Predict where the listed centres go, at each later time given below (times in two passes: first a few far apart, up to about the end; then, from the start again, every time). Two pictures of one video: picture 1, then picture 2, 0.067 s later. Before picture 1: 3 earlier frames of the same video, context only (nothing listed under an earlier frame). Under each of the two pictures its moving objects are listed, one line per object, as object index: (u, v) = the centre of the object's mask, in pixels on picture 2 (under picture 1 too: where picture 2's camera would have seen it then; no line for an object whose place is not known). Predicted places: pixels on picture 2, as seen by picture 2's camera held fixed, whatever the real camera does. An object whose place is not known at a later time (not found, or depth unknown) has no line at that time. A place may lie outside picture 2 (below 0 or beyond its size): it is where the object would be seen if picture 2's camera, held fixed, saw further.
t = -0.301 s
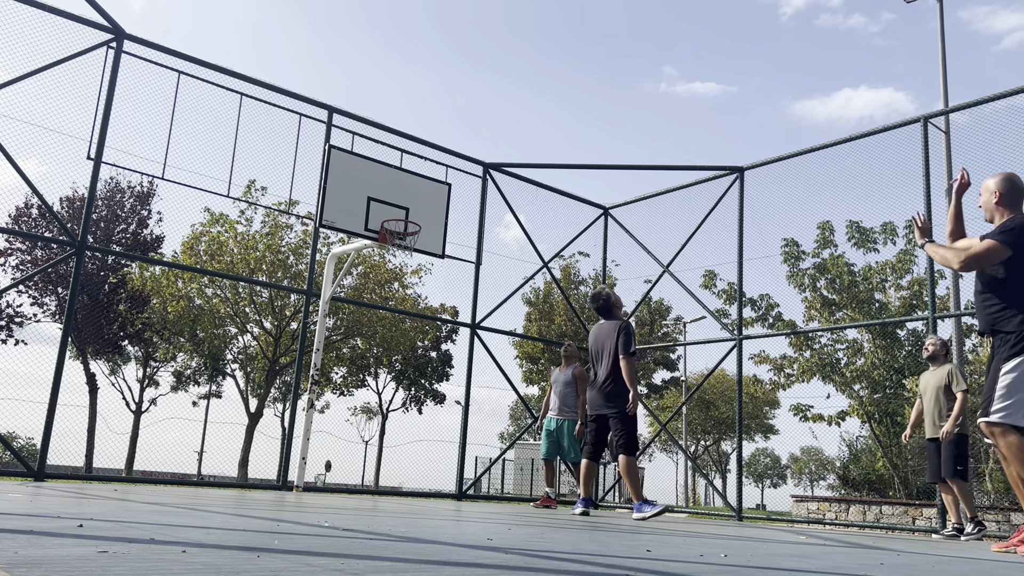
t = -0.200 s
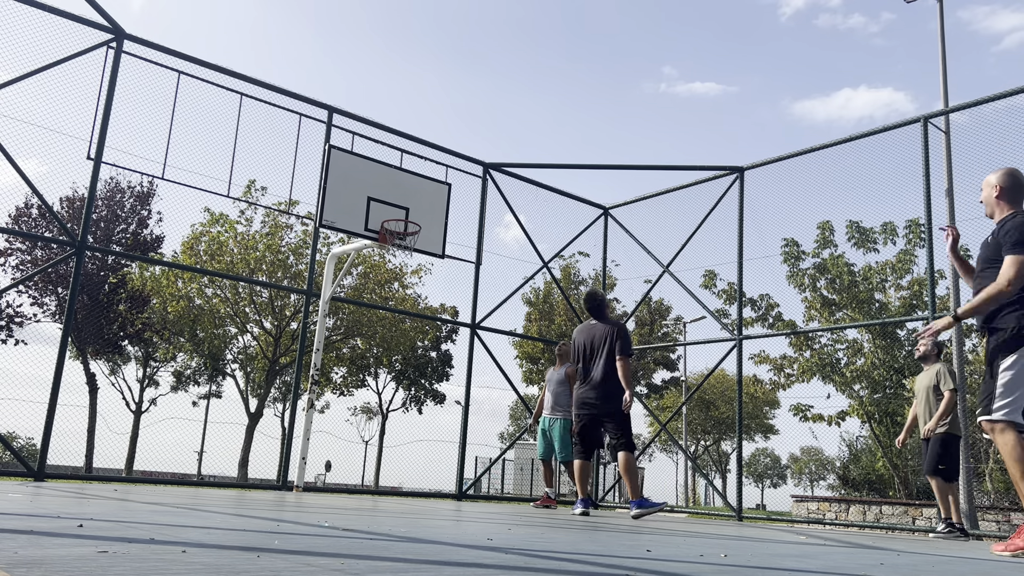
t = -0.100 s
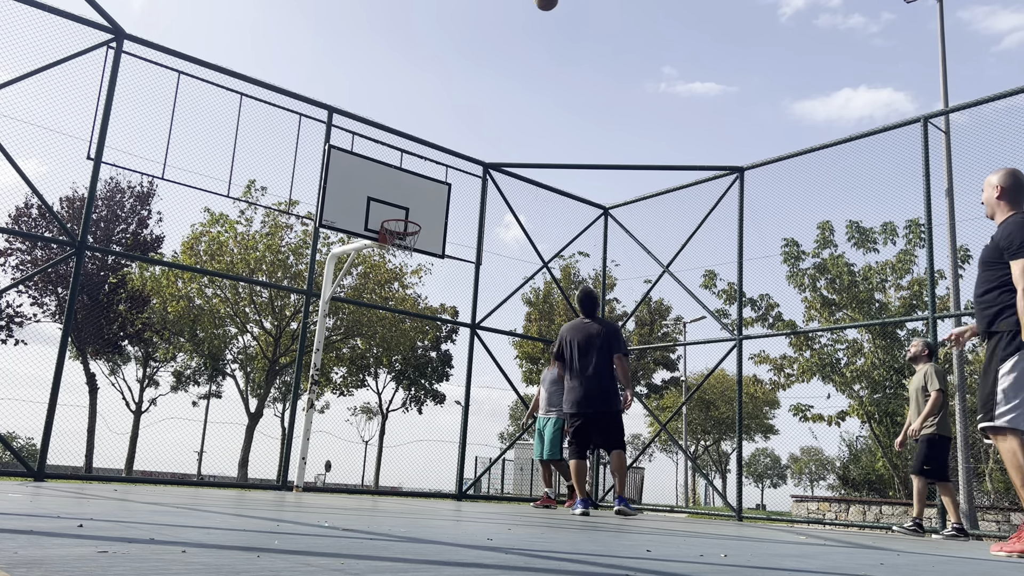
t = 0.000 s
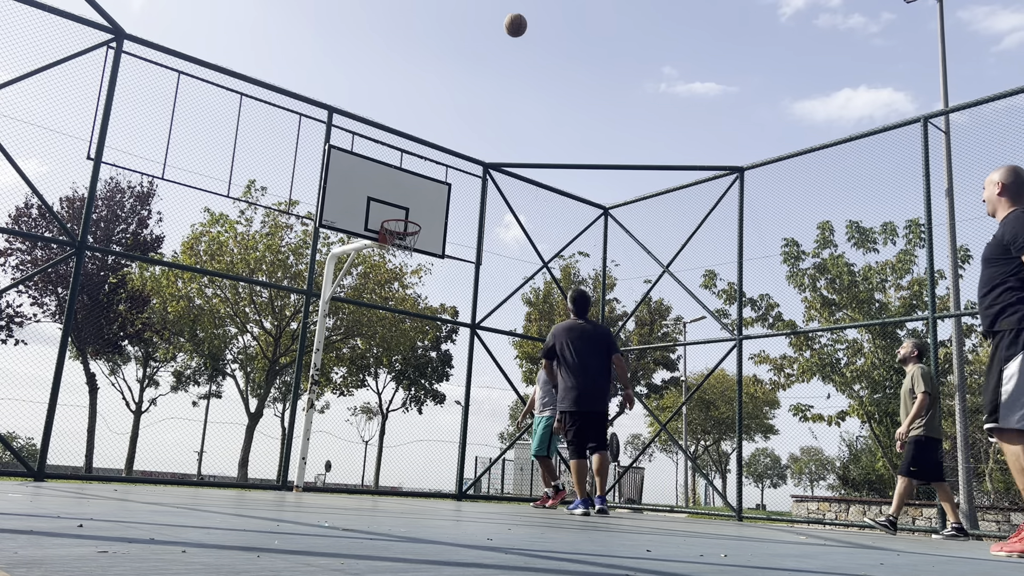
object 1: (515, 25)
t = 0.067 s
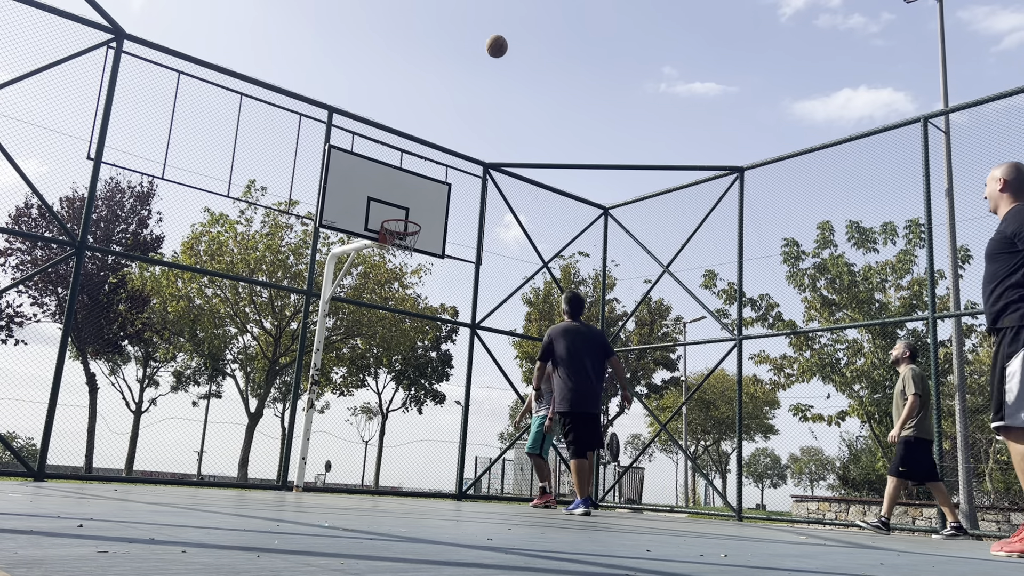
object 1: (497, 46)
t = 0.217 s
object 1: (457, 101)
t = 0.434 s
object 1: (405, 198)
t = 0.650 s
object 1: (407, 170)
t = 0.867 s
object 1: (426, 130)
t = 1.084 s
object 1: (441, 124)
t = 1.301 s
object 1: (453, 152)
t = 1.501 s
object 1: (463, 210)
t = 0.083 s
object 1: (492, 52)
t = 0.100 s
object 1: (487, 58)
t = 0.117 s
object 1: (483, 63)
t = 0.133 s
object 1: (478, 69)
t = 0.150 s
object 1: (474, 76)
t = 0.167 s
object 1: (470, 82)
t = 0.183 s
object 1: (465, 88)
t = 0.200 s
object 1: (461, 95)
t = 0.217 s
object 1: (457, 101)
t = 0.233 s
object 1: (453, 108)
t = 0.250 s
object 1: (449, 115)
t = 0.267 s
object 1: (445, 122)
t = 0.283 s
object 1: (441, 129)
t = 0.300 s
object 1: (436, 137)
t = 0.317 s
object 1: (432, 144)
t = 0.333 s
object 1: (428, 151)
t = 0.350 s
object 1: (424, 159)
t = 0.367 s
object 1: (421, 166)
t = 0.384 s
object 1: (416, 174)
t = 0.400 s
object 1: (412, 182)
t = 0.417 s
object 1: (409, 189)
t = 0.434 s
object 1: (405, 198)
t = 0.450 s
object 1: (401, 206)
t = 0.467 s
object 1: (397, 214)
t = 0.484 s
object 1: (393, 223)
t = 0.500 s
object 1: (393, 219)
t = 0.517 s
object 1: (394, 211)
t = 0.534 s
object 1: (396, 206)
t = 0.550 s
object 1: (397, 200)
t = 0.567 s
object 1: (399, 194)
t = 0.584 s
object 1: (401, 189)
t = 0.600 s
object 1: (402, 184)
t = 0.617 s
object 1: (404, 179)
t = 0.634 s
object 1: (405, 174)
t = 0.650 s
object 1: (407, 170)
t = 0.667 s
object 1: (409, 166)
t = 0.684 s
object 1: (410, 161)
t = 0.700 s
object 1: (412, 157)
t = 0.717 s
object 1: (414, 154)
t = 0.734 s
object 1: (415, 150)
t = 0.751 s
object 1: (416, 147)
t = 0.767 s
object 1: (418, 144)
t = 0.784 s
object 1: (419, 141)
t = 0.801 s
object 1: (420, 138)
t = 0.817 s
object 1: (422, 136)
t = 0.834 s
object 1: (423, 134)
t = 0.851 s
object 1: (424, 132)
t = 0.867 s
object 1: (426, 130)
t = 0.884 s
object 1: (427, 128)
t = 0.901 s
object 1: (428, 126)
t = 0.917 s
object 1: (429, 125)
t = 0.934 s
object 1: (431, 124)
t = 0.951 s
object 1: (432, 123)
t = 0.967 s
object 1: (433, 123)
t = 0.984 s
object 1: (434, 122)
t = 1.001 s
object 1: (435, 122)
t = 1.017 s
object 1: (437, 122)
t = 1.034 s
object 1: (438, 122)
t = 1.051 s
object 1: (439, 123)
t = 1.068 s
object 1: (440, 123)
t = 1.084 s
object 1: (441, 124)
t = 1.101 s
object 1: (442, 125)
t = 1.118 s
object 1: (443, 126)
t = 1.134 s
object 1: (444, 127)
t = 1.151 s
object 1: (445, 129)
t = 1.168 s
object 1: (446, 131)
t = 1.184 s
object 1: (447, 133)
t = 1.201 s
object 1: (448, 135)
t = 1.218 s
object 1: (449, 137)
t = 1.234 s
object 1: (450, 140)
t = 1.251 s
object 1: (451, 143)
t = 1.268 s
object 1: (452, 145)
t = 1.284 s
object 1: (453, 149)
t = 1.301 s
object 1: (453, 152)
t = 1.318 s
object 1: (454, 156)
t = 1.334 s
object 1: (455, 159)
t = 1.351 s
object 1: (456, 163)
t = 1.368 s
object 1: (457, 168)
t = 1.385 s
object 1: (458, 172)
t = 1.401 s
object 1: (459, 177)
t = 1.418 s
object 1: (460, 182)
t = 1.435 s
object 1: (461, 187)
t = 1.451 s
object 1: (461, 192)
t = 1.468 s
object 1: (462, 198)
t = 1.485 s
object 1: (463, 204)
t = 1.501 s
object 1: (463, 210)
